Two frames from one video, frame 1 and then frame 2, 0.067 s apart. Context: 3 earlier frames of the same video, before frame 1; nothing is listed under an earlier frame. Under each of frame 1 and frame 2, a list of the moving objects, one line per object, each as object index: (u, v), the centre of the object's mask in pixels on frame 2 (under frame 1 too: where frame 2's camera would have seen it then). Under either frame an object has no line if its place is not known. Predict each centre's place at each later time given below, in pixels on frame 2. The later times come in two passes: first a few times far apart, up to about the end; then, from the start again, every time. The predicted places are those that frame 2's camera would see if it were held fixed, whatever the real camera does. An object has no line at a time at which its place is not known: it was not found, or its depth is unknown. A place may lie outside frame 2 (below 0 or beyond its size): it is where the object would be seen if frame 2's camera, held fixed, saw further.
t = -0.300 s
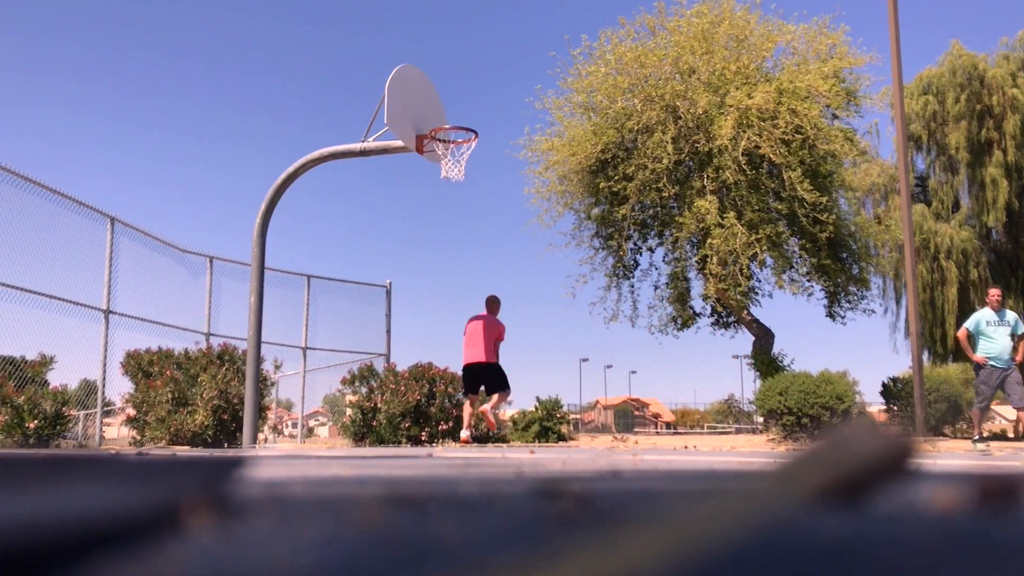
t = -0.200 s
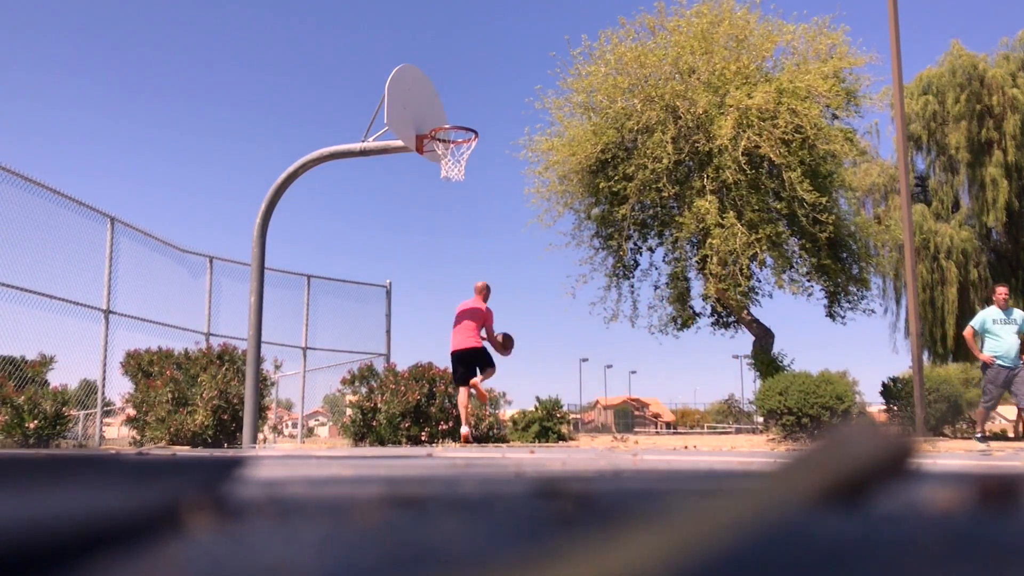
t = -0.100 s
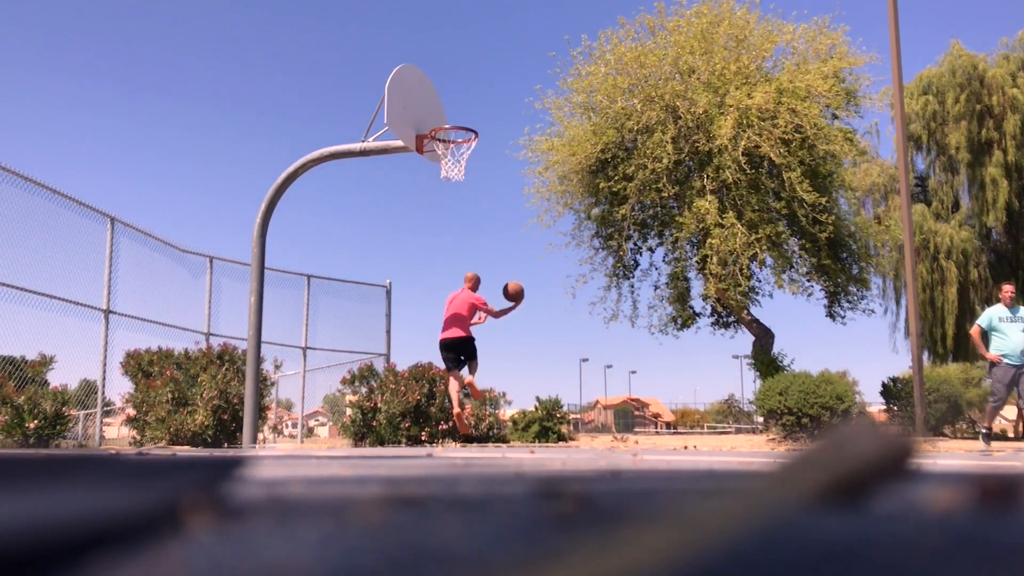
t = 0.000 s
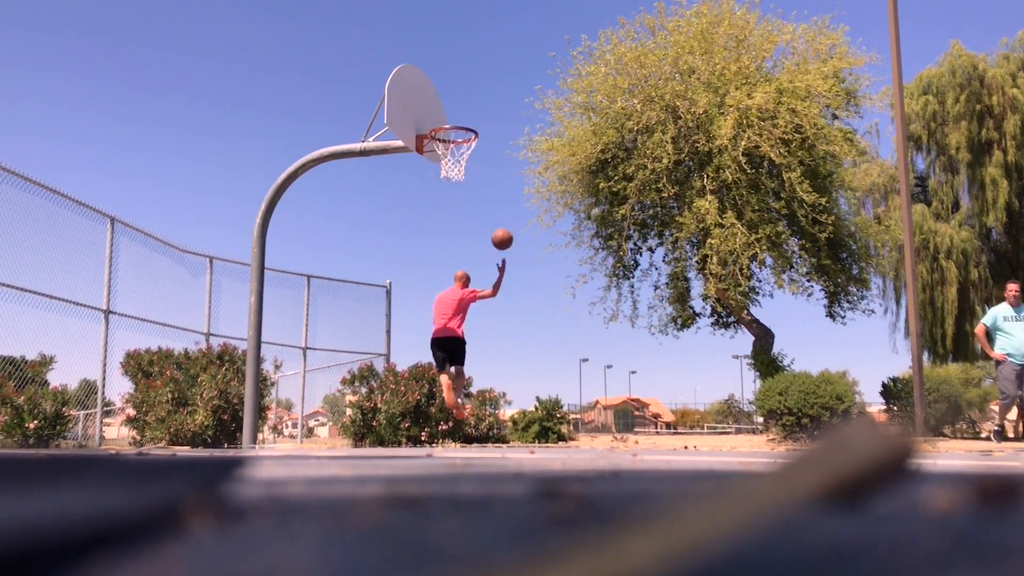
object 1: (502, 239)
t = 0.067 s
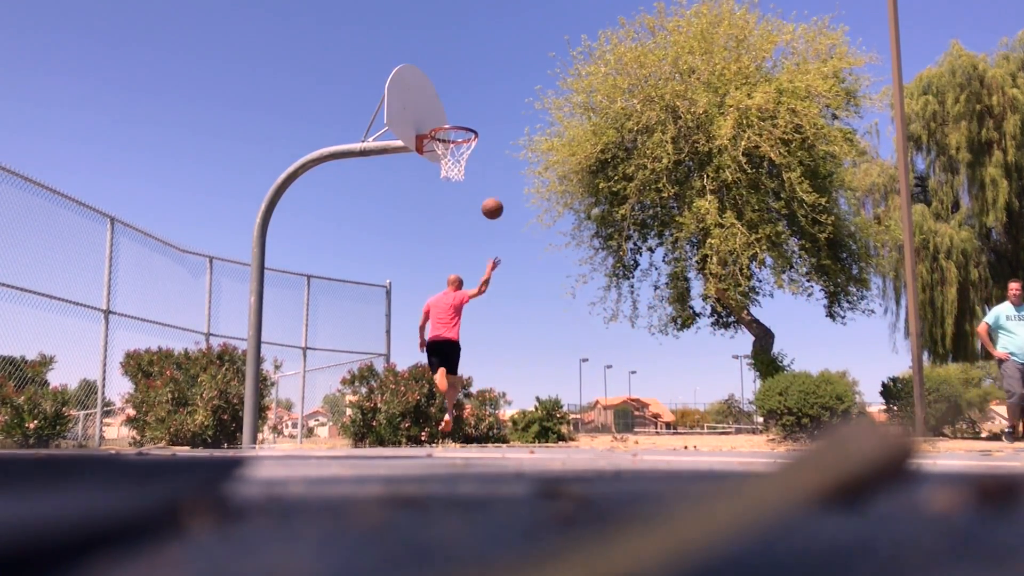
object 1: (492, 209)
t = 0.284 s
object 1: (458, 136)
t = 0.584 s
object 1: (454, 109)
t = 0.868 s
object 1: (456, 159)
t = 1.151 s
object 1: (457, 242)
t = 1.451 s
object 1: (455, 405)
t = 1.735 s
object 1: (463, 322)
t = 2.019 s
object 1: (470, 269)
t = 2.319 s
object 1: (473, 293)
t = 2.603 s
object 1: (475, 384)
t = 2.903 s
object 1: (481, 365)
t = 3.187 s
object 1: (486, 330)
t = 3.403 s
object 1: (489, 349)
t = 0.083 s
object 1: (490, 201)
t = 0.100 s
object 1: (487, 195)
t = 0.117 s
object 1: (485, 188)
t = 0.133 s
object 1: (482, 182)
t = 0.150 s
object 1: (480, 175)
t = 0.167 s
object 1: (477, 169)
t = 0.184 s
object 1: (475, 164)
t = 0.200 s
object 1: (474, 160)
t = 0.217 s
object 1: (474, 156)
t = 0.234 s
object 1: (468, 150)
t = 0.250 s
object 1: (464, 147)
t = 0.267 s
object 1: (461, 139)
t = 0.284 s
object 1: (458, 136)
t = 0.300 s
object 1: (456, 130)
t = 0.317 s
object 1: (456, 127)
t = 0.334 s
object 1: (457, 124)
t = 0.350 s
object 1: (457, 121)
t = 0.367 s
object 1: (457, 117)
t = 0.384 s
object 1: (456, 116)
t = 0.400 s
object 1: (456, 115)
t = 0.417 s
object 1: (456, 113)
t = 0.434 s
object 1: (456, 112)
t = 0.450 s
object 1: (455, 110)
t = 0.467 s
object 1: (455, 109)
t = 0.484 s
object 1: (455, 109)
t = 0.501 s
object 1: (455, 108)
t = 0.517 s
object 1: (455, 108)
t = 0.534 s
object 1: (454, 108)
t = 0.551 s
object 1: (454, 108)
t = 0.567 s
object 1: (454, 108)
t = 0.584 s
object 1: (454, 109)
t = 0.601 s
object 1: (454, 110)
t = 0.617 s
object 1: (453, 111)
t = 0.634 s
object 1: (453, 112)
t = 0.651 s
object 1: (453, 114)
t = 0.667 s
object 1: (453, 115)
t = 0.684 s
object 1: (453, 117)
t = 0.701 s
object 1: (452, 118)
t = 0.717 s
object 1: (452, 123)
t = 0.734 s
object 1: (452, 126)
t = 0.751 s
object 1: (452, 129)
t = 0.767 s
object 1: (453, 134)
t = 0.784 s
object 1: (453, 139)
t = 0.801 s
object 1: (454, 141)
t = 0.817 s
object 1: (454, 145)
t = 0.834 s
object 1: (455, 150)
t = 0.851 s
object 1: (456, 154)
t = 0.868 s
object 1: (456, 159)
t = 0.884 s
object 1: (456, 164)
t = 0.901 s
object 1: (456, 167)
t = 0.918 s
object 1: (456, 170)
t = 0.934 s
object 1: (457, 173)
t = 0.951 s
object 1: (457, 177)
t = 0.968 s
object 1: (457, 182)
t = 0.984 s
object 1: (457, 186)
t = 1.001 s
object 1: (457, 190)
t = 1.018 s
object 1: (457, 195)
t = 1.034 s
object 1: (457, 200)
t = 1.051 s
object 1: (457, 205)
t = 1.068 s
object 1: (457, 211)
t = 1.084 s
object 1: (457, 217)
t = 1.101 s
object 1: (457, 223)
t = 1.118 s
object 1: (457, 229)
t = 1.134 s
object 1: (457, 235)
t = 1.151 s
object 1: (457, 242)
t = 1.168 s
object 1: (457, 249)
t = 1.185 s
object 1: (457, 256)
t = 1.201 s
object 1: (457, 264)
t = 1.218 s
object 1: (457, 271)
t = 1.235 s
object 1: (457, 279)
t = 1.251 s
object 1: (456, 288)
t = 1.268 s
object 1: (456, 296)
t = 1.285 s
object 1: (456, 305)
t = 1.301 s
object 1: (456, 313)
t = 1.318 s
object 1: (456, 323)
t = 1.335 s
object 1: (456, 332)
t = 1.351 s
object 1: (456, 342)
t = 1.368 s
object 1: (456, 351)
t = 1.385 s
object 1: (456, 361)
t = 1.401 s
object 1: (456, 372)
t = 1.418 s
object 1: (455, 382)
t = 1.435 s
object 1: (456, 393)
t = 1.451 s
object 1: (455, 405)
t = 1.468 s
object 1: (455, 416)
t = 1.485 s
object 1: (455, 428)
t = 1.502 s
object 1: (456, 428)
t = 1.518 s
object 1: (456, 418)
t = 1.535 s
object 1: (457, 409)
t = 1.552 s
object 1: (458, 400)
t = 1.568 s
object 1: (458, 392)
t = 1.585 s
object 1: (458, 383)
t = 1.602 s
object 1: (459, 375)
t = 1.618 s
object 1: (460, 367)
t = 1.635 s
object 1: (461, 360)
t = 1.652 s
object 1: (461, 353)
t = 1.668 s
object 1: (462, 346)
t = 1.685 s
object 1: (462, 340)
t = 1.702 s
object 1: (463, 333)
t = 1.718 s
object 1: (463, 328)
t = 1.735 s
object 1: (463, 322)
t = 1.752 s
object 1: (464, 317)
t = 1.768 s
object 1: (464, 312)
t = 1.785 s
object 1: (465, 307)
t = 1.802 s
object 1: (465, 303)
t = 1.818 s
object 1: (466, 298)
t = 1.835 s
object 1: (466, 295)
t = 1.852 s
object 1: (466, 291)
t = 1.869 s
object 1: (467, 288)
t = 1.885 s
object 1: (467, 285)
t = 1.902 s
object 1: (467, 282)
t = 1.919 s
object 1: (468, 279)
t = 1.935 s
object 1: (468, 277)
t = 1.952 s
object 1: (468, 275)
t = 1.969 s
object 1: (469, 273)
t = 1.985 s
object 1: (469, 272)
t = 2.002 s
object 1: (469, 271)
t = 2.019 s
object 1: (470, 269)
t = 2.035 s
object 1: (470, 269)
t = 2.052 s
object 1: (470, 268)
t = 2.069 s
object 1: (470, 268)
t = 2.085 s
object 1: (470, 268)
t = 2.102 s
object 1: (471, 268)
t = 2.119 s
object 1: (471, 269)
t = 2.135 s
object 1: (471, 269)
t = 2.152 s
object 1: (471, 270)
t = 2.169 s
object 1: (472, 271)
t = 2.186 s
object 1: (472, 273)
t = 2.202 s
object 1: (472, 274)
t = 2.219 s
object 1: (472, 276)
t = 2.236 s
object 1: (472, 278)
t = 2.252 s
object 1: (473, 281)
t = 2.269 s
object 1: (473, 283)
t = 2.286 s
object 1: (473, 286)
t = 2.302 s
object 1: (473, 289)
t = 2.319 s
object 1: (473, 293)
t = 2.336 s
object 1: (474, 296)
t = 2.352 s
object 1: (474, 300)
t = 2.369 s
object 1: (474, 304)
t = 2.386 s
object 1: (474, 308)
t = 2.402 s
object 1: (474, 313)
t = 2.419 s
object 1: (475, 317)
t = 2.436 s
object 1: (475, 322)
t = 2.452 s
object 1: (475, 327)
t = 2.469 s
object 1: (475, 333)
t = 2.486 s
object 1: (475, 338)
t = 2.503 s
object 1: (475, 344)
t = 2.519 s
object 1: (475, 350)
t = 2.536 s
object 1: (475, 357)
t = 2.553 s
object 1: (476, 363)
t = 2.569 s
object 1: (476, 370)
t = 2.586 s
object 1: (475, 377)
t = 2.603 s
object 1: (475, 384)
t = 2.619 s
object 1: (476, 391)
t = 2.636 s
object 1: (476, 399)
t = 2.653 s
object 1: (476, 406)
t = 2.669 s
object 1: (475, 416)
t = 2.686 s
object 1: (475, 424)
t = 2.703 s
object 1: (476, 432)
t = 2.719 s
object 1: (476, 428)
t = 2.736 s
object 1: (477, 421)
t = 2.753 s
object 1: (477, 414)
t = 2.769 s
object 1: (478, 407)
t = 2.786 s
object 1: (479, 400)
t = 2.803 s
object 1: (478, 395)
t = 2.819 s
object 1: (480, 390)
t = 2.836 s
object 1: (479, 384)
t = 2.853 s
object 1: (480, 379)
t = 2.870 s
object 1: (480, 374)
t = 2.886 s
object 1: (481, 369)
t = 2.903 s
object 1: (481, 365)
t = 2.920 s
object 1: (481, 361)
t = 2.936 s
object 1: (482, 357)
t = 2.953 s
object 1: (482, 354)
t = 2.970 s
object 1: (482, 351)
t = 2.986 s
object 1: (483, 348)
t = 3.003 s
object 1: (483, 345)
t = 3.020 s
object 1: (483, 343)
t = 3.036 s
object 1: (484, 340)
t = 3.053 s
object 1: (484, 338)
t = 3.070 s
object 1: (484, 337)
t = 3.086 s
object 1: (484, 335)
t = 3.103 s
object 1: (485, 333)
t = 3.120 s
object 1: (485, 333)
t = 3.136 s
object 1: (485, 332)
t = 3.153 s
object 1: (485, 331)
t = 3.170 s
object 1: (486, 330)
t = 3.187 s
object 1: (486, 330)
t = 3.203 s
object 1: (486, 331)
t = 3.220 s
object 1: (487, 331)
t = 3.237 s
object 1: (487, 332)
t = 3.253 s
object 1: (487, 332)
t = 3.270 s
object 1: (487, 333)
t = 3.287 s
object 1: (488, 334)
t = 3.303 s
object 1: (488, 336)
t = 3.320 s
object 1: (488, 337)
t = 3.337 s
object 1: (488, 340)
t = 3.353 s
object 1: (489, 342)
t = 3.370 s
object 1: (489, 344)
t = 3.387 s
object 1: (489, 347)
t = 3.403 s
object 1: (489, 349)
